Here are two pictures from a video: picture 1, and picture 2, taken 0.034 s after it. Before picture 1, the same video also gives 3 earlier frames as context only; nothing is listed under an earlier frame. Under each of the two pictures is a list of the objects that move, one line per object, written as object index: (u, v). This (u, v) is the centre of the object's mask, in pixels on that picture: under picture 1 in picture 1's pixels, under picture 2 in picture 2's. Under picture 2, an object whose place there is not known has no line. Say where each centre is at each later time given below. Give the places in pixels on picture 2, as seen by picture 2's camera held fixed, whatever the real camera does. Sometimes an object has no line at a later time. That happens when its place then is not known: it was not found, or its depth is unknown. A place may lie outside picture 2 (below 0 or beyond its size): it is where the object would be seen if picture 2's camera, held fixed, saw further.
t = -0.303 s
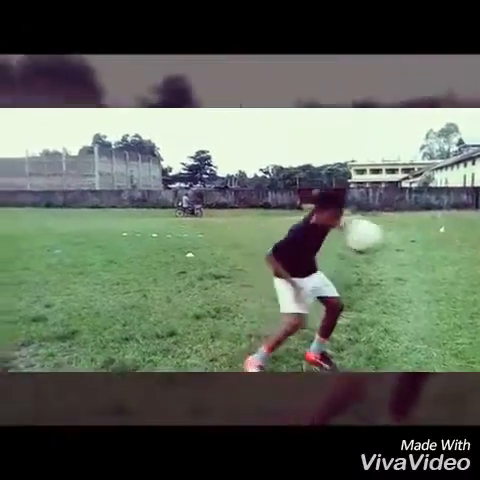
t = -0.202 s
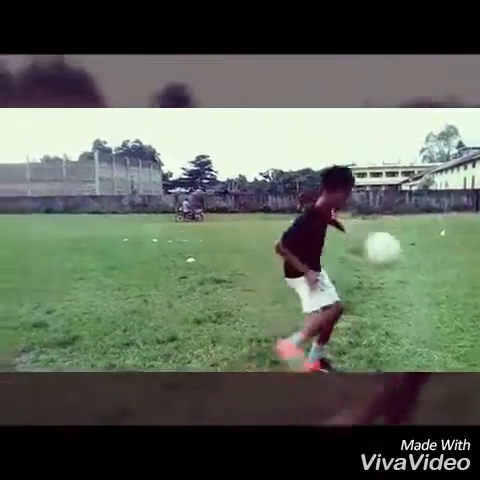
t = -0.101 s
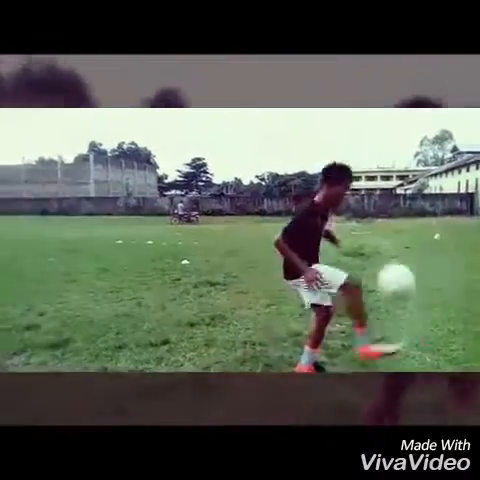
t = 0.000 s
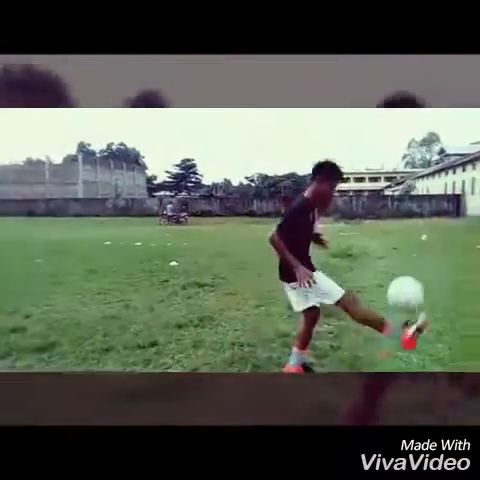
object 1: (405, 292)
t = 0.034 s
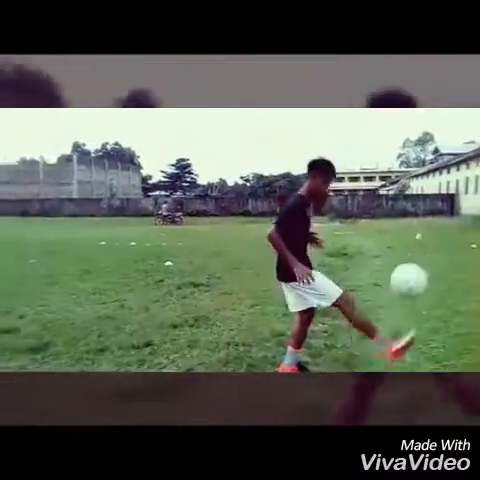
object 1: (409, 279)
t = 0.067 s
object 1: (416, 269)
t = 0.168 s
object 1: (442, 246)
